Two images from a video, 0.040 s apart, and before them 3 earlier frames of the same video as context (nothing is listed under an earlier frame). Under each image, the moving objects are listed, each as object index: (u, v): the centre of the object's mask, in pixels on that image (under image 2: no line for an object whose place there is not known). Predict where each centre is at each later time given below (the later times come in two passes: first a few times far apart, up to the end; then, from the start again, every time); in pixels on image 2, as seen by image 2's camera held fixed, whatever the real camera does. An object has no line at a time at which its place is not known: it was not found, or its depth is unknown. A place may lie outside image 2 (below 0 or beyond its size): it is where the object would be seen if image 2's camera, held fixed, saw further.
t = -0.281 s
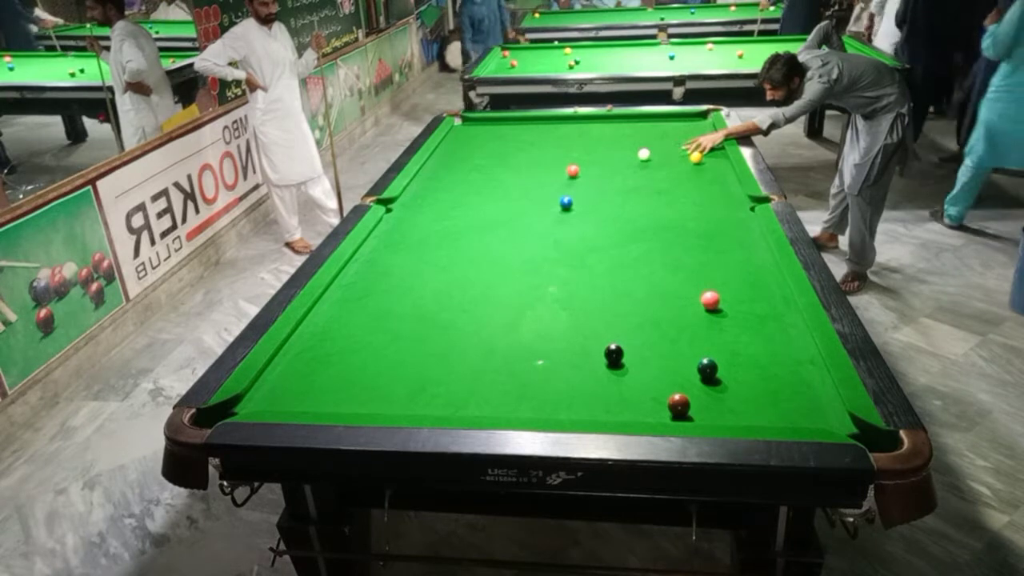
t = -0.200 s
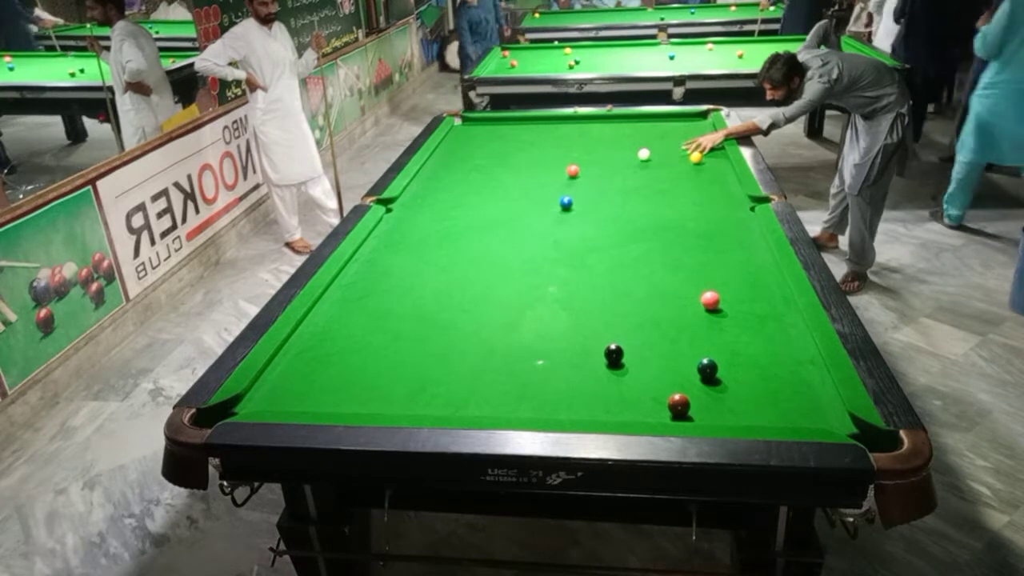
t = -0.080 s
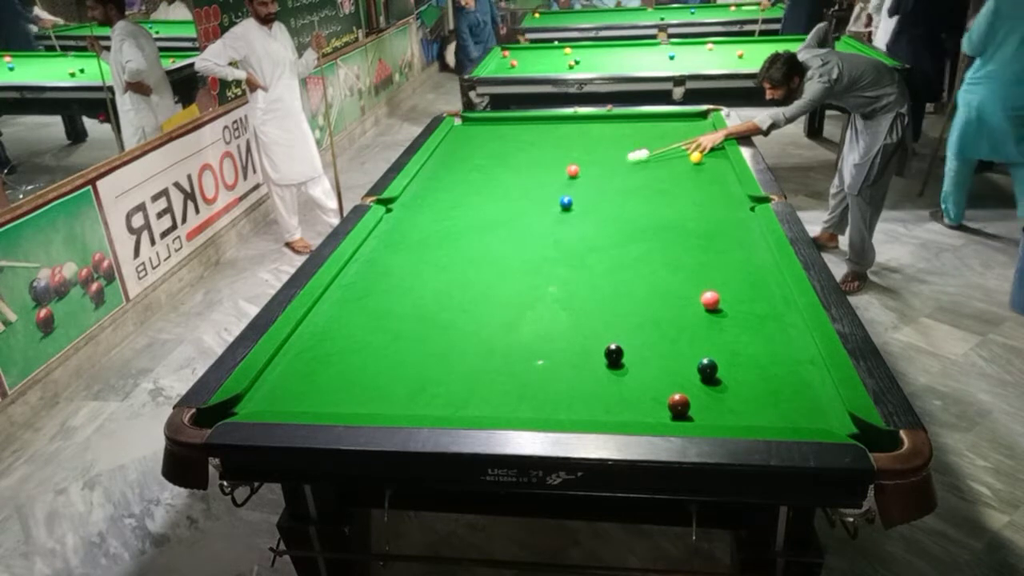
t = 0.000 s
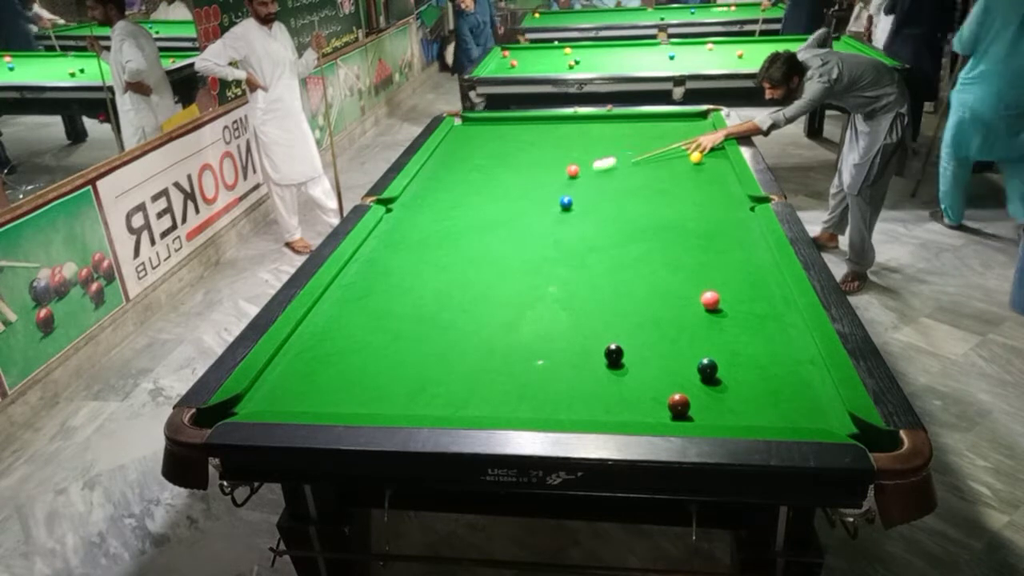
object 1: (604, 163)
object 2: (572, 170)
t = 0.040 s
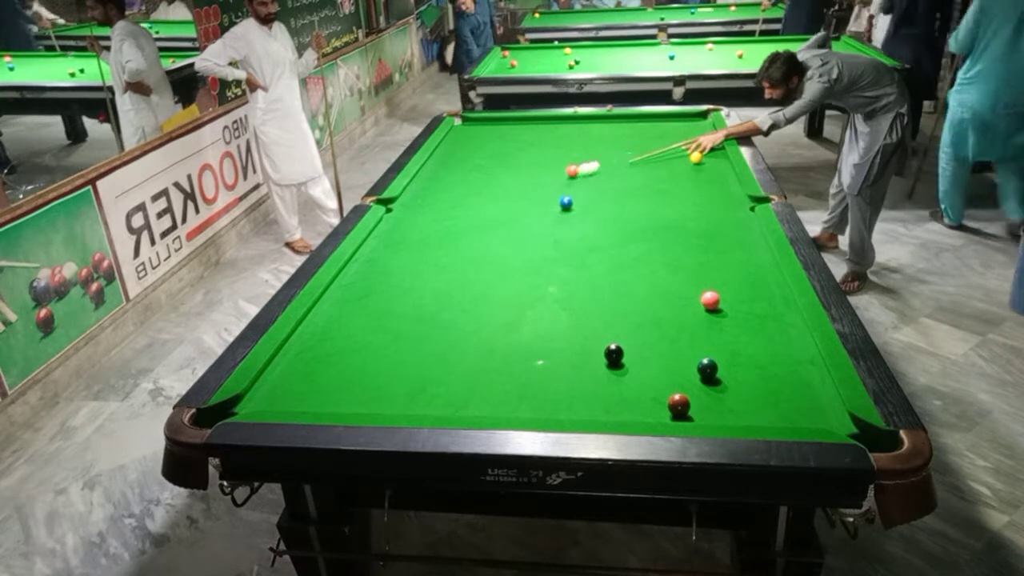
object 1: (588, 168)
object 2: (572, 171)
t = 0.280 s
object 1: (591, 174)
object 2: (479, 185)
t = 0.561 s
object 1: (602, 178)
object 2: (383, 201)
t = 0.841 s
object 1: (612, 183)
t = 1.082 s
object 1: (620, 186)
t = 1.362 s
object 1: (629, 190)
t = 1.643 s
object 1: (637, 193)
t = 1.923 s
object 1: (644, 195)
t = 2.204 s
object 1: (649, 198)
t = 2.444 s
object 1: (654, 200)
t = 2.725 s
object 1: (657, 201)
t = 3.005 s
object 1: (658, 202)
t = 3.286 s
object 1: (659, 202)
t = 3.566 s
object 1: (658, 202)
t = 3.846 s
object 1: (658, 202)
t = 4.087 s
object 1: (658, 202)
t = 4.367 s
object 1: (658, 202)
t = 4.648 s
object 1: (658, 202)
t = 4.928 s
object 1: (658, 202)
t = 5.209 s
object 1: (658, 202)
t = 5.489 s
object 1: (658, 202)
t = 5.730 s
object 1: (658, 202)
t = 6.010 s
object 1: (658, 202)
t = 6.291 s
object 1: (658, 202)
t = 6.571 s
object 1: (658, 202)
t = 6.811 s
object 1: (658, 202)
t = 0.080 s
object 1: (584, 170)
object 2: (559, 172)
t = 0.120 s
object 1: (585, 171)
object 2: (542, 175)
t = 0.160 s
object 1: (587, 172)
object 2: (524, 178)
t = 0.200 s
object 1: (588, 173)
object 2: (508, 180)
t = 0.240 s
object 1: (590, 173)
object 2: (493, 183)
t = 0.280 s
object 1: (591, 174)
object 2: (479, 185)
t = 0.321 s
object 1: (593, 175)
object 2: (465, 187)
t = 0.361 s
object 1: (594, 175)
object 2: (450, 190)
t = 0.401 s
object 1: (596, 176)
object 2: (436, 192)
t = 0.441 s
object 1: (597, 177)
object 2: (421, 194)
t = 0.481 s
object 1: (599, 177)
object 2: (406, 197)
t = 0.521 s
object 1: (600, 178)
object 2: (392, 199)
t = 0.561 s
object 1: (602, 178)
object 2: (383, 201)
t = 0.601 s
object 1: (603, 179)
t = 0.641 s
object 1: (605, 180)
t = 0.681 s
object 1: (606, 181)
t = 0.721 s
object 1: (608, 181)
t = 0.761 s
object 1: (609, 182)
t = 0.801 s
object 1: (611, 182)
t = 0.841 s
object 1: (612, 183)
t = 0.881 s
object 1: (613, 184)
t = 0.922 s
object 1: (615, 184)
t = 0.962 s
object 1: (616, 185)
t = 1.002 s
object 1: (617, 185)
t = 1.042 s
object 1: (619, 186)
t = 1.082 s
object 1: (620, 186)
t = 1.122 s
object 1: (621, 187)
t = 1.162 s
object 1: (622, 187)
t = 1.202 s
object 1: (624, 188)
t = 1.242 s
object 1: (625, 188)
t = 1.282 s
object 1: (626, 189)
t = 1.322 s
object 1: (627, 189)
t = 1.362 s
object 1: (629, 190)
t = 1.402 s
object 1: (630, 190)
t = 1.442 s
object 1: (631, 191)
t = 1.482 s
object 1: (632, 191)
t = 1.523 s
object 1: (633, 192)
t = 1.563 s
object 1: (635, 192)
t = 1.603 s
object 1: (636, 192)
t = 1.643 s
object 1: (637, 193)
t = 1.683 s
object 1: (638, 193)
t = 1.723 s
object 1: (639, 194)
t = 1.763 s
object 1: (640, 194)
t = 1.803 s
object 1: (641, 194)
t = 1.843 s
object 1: (642, 195)
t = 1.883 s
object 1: (643, 195)
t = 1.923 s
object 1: (644, 195)
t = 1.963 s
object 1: (645, 196)
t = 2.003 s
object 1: (645, 196)
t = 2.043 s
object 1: (646, 197)
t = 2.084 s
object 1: (647, 197)
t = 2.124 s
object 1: (648, 197)
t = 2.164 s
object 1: (649, 197)
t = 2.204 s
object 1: (649, 198)
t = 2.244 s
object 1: (650, 198)
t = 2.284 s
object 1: (651, 198)
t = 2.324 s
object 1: (652, 199)
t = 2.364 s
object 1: (652, 199)
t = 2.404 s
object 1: (653, 200)
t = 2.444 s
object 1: (654, 200)
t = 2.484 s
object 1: (654, 200)
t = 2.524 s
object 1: (655, 200)
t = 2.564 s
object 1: (655, 200)
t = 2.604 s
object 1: (655, 200)
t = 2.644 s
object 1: (656, 201)
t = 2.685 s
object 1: (656, 201)
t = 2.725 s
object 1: (657, 201)
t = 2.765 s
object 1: (657, 201)
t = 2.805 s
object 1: (657, 201)
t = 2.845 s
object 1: (658, 201)
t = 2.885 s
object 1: (658, 201)
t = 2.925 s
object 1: (658, 202)
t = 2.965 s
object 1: (658, 202)
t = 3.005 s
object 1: (658, 202)
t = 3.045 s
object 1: (658, 202)
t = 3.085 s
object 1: (659, 202)
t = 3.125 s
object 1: (659, 202)
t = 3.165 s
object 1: (659, 202)
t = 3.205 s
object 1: (659, 202)
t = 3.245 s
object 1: (659, 202)
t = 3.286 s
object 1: (659, 202)
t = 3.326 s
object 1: (659, 202)
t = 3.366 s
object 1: (659, 202)
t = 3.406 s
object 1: (659, 202)
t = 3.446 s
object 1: (659, 202)
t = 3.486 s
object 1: (659, 202)
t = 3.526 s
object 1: (659, 202)
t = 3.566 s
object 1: (658, 202)
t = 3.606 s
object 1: (658, 202)
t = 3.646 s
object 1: (658, 202)
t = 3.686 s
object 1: (658, 202)
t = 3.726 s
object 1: (658, 202)
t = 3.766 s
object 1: (658, 202)
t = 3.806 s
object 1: (658, 202)
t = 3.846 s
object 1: (658, 202)
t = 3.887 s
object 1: (658, 202)
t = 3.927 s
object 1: (658, 202)
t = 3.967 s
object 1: (658, 202)
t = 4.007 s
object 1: (658, 202)
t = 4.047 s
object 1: (658, 202)
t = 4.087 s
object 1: (658, 202)
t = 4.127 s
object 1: (658, 202)
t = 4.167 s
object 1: (658, 202)
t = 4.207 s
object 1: (658, 202)
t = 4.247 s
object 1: (658, 202)
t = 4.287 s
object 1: (658, 202)
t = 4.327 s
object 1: (658, 202)
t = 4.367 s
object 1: (658, 202)
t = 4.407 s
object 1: (658, 202)
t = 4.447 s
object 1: (658, 202)
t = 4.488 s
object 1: (658, 202)
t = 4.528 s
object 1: (658, 202)
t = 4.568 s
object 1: (658, 202)
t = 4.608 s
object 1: (658, 202)
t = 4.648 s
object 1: (658, 202)
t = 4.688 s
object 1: (658, 202)
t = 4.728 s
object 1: (658, 202)
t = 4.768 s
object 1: (658, 202)
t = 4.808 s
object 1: (658, 202)
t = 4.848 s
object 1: (658, 202)
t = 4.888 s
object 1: (658, 202)
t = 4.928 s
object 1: (658, 202)
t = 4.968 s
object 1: (658, 202)
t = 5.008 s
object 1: (658, 202)
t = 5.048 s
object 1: (658, 202)
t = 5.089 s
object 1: (658, 202)
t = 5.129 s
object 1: (658, 202)
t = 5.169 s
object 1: (658, 202)
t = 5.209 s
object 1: (658, 202)
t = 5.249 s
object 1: (658, 202)
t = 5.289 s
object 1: (658, 202)
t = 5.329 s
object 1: (658, 202)
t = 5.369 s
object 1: (658, 202)
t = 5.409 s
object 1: (658, 202)
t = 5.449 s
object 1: (658, 202)
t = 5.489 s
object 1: (658, 202)
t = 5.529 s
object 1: (658, 202)
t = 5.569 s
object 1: (658, 202)
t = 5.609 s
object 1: (658, 202)
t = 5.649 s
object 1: (658, 202)
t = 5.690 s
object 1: (658, 202)
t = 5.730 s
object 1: (658, 202)
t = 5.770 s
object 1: (658, 202)
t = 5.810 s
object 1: (658, 202)
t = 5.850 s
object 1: (658, 202)
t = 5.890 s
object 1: (658, 202)
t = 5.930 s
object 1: (658, 202)
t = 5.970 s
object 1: (658, 202)
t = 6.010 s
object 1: (658, 202)
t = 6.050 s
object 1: (658, 202)
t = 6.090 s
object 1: (658, 202)
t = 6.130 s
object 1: (658, 202)
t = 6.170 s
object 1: (658, 202)
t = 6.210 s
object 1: (658, 202)
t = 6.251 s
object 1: (658, 202)
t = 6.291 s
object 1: (658, 202)
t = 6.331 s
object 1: (658, 202)
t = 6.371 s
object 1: (658, 202)
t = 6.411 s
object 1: (658, 202)
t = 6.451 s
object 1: (658, 202)
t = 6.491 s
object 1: (658, 202)
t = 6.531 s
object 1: (658, 202)
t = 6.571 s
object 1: (658, 202)
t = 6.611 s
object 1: (658, 202)
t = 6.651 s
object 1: (658, 202)
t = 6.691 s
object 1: (658, 202)
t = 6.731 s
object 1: (658, 202)
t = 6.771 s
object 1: (658, 202)
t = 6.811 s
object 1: (658, 202)
